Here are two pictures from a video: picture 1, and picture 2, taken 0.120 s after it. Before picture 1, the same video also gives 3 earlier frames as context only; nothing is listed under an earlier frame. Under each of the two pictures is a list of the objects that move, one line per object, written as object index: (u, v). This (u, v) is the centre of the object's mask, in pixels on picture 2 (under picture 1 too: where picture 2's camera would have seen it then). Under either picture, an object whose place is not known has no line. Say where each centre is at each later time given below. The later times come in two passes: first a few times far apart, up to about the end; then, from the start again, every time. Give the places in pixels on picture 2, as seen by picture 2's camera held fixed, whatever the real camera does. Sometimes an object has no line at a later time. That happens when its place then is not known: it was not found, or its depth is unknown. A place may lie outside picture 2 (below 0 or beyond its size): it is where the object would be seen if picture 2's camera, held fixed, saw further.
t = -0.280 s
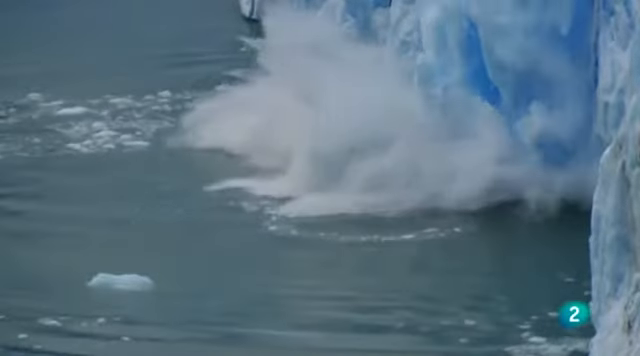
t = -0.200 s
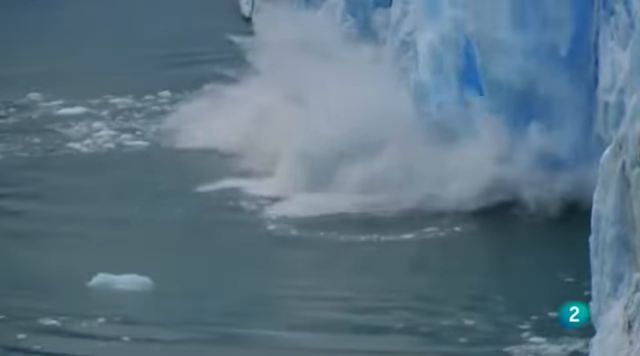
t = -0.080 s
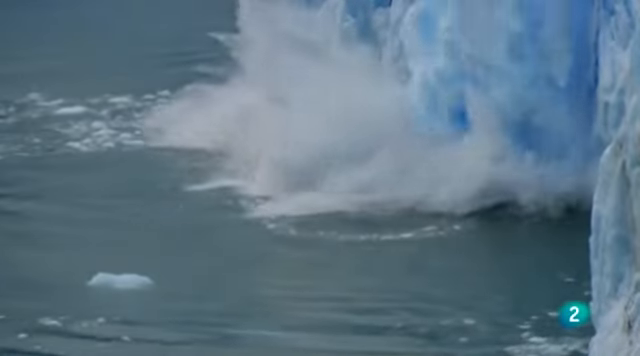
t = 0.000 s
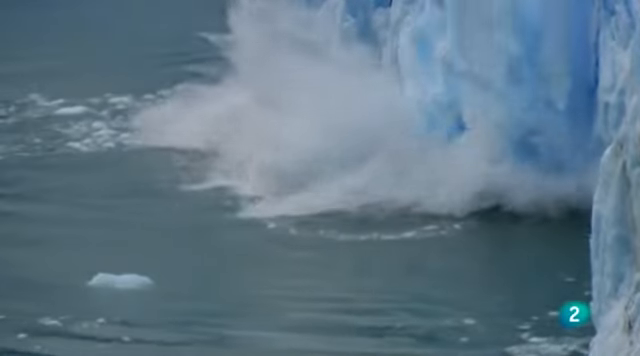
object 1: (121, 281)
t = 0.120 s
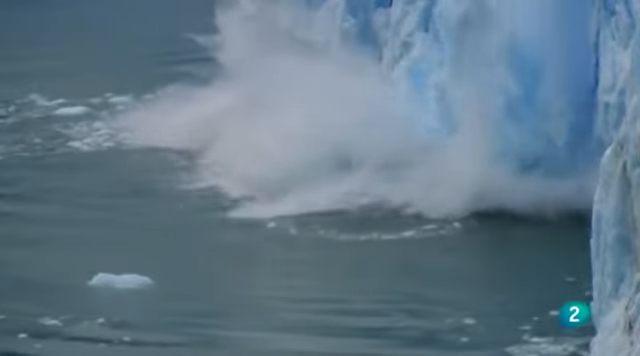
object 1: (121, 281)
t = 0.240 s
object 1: (120, 281)
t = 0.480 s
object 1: (120, 281)
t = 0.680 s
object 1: (120, 281)
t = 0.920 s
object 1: (120, 281)
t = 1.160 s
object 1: (120, 280)
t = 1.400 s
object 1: (119, 280)
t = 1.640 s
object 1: (119, 279)
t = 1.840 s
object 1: (118, 279)
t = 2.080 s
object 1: (118, 278)
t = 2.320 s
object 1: (118, 279)
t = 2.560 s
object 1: (116, 279)
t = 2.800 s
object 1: (116, 279)
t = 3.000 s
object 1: (114, 279)
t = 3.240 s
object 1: (113, 279)
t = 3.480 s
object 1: (112, 279)
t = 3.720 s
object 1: (111, 280)
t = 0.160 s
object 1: (121, 281)
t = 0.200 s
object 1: (121, 281)
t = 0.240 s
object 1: (120, 281)
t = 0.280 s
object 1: (121, 281)
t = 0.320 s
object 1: (121, 281)
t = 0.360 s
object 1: (120, 281)
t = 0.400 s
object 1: (121, 281)
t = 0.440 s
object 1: (121, 281)
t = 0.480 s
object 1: (120, 281)
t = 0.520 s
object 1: (120, 281)
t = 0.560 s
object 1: (120, 281)
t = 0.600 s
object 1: (120, 281)
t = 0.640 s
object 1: (120, 281)
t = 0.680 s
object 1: (120, 281)
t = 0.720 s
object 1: (120, 280)
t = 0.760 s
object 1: (120, 281)
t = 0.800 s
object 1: (120, 281)
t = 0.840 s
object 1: (120, 280)
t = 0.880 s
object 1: (120, 280)
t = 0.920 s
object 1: (120, 281)
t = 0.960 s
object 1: (120, 281)
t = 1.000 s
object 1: (120, 281)
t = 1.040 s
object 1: (120, 280)
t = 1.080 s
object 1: (120, 280)
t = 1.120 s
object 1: (120, 280)
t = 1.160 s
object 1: (120, 280)
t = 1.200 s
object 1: (120, 280)
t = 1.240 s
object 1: (120, 281)
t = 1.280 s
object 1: (120, 280)
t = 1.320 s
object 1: (120, 280)
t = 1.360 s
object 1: (120, 280)
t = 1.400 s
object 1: (119, 280)
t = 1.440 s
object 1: (119, 280)
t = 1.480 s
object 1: (119, 280)
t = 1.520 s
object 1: (119, 280)
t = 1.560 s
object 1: (119, 280)
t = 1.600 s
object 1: (119, 280)
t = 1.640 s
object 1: (119, 279)
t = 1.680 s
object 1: (119, 279)
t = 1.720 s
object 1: (118, 279)
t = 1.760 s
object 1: (118, 279)
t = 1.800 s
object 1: (118, 279)
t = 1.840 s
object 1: (118, 279)
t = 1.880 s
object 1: (118, 279)
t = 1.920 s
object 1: (118, 279)
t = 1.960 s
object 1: (118, 279)
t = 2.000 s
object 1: (118, 279)
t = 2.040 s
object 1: (117, 278)
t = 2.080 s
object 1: (118, 278)
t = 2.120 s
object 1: (118, 278)
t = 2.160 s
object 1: (118, 278)
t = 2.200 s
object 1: (118, 279)
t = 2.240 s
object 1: (117, 279)
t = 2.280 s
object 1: (118, 279)
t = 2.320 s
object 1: (118, 279)
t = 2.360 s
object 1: (118, 279)
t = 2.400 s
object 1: (117, 279)
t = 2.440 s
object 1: (117, 279)
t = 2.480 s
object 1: (116, 278)
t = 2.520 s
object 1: (117, 279)
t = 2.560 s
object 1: (116, 279)
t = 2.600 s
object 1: (116, 279)
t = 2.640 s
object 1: (116, 279)
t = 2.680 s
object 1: (116, 279)
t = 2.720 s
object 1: (115, 279)
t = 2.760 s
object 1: (116, 279)
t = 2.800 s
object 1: (116, 279)
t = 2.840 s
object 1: (116, 279)
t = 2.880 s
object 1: (115, 279)
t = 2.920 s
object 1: (115, 279)
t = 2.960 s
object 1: (115, 279)
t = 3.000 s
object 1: (114, 279)
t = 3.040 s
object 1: (114, 279)
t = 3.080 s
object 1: (114, 279)
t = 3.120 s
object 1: (114, 279)
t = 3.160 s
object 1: (114, 279)
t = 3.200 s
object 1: (113, 279)
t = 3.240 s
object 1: (113, 279)
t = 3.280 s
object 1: (113, 279)
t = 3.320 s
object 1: (112, 279)
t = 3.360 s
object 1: (113, 279)
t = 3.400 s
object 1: (113, 279)
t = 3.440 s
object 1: (112, 279)
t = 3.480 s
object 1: (112, 279)
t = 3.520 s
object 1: (112, 279)
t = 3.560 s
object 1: (112, 279)
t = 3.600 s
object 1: (112, 279)
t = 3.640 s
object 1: (112, 280)
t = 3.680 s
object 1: (111, 280)
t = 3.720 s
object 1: (111, 280)
